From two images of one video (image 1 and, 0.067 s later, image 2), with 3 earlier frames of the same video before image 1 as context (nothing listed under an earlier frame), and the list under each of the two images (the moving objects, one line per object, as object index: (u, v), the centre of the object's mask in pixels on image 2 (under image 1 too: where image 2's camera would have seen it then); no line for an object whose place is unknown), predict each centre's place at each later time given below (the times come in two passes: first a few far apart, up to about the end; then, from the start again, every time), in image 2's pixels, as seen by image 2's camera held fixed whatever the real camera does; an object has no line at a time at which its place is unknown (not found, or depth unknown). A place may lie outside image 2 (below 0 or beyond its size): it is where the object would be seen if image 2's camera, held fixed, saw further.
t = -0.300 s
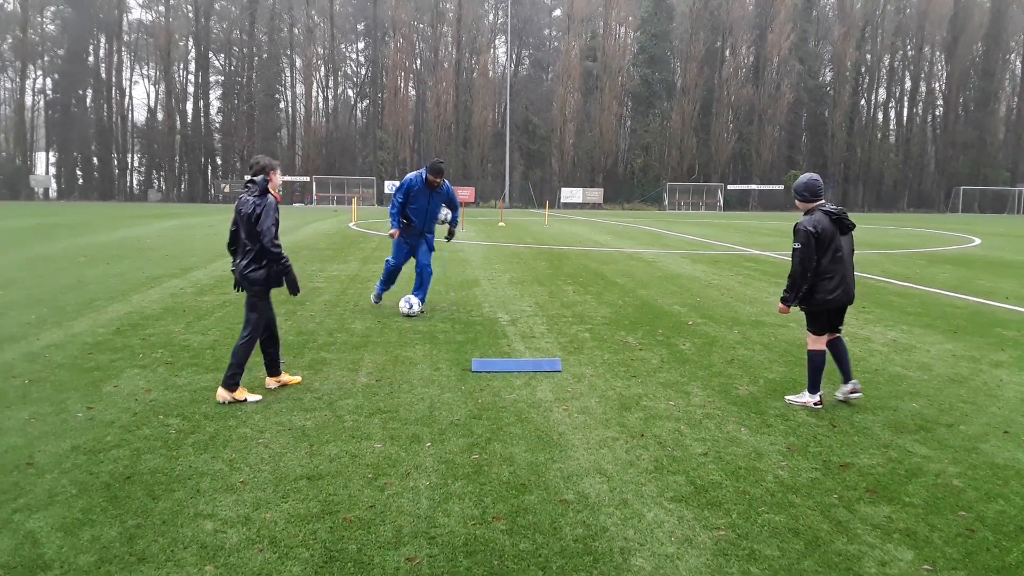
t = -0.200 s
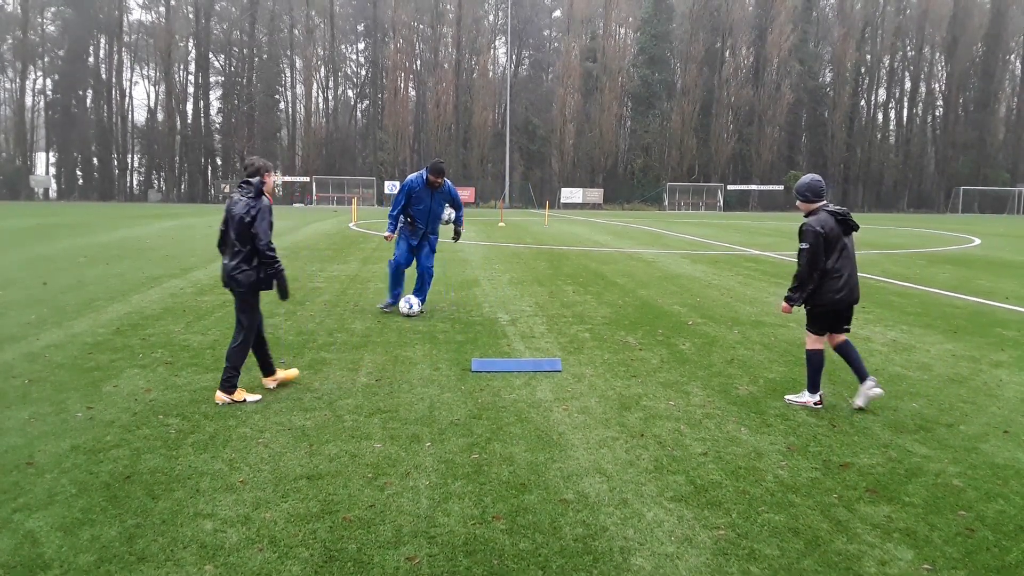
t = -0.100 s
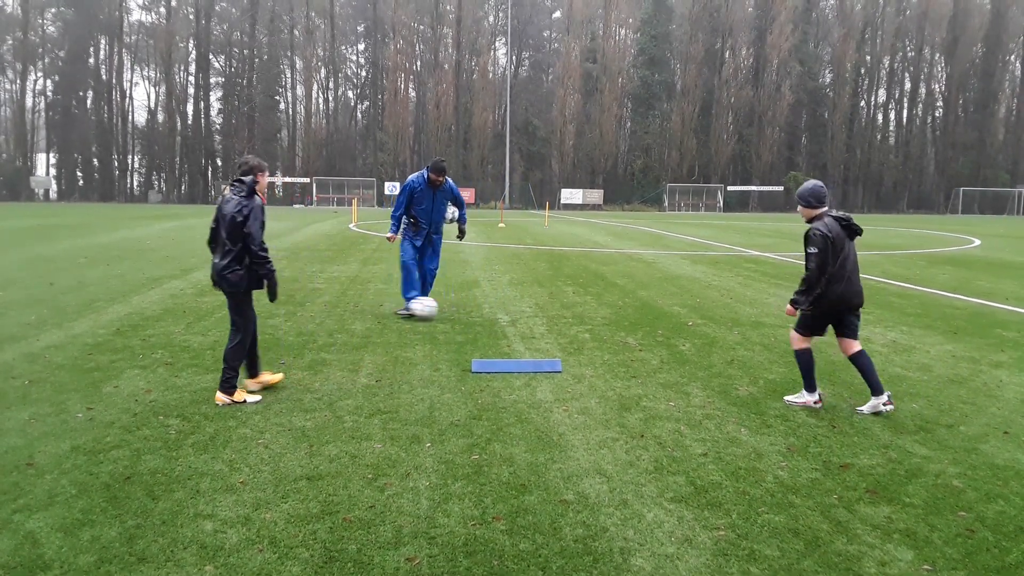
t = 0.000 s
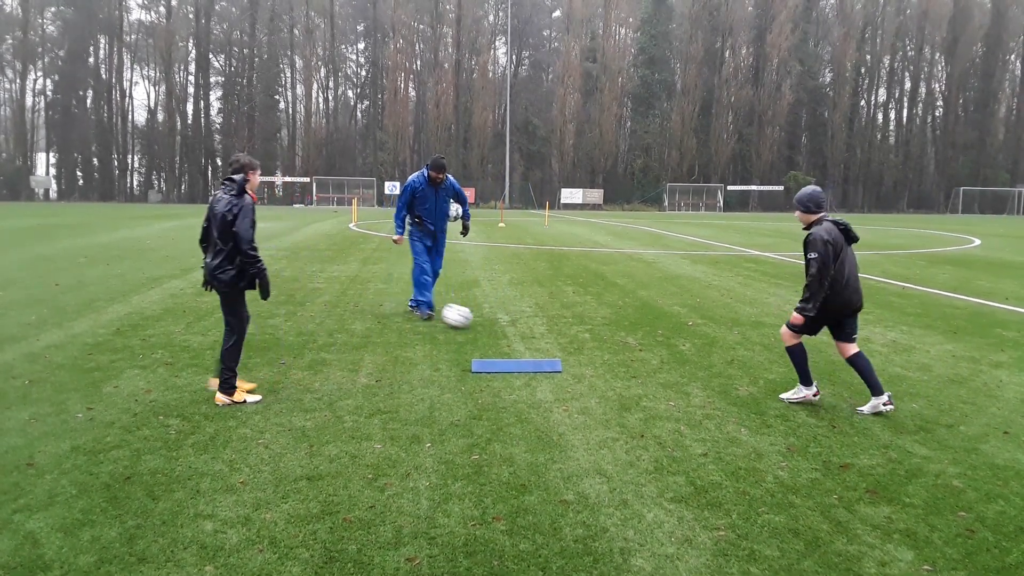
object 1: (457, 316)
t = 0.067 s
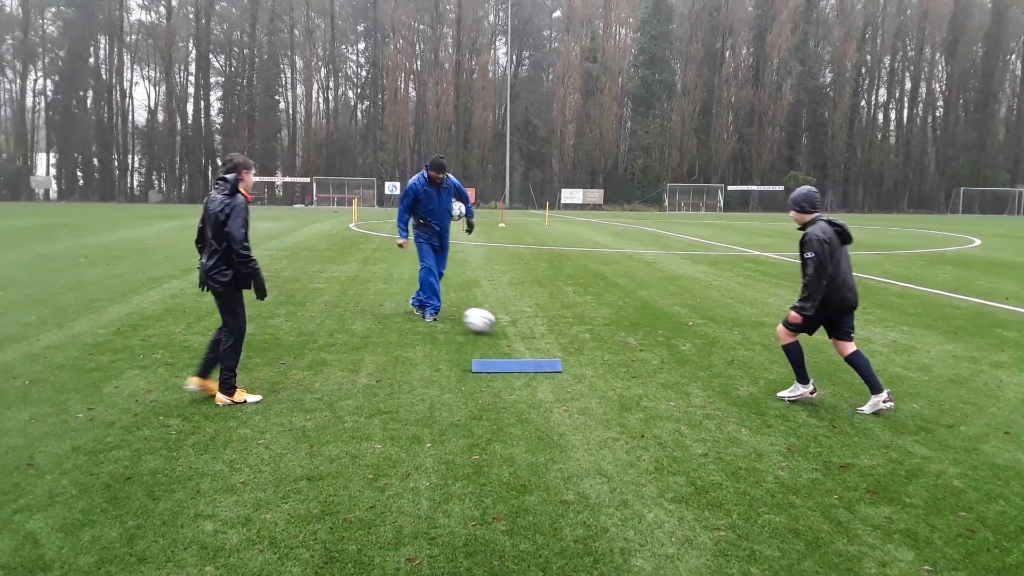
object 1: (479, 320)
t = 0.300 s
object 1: (557, 339)
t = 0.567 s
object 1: (645, 358)
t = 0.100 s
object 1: (490, 323)
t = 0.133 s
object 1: (501, 327)
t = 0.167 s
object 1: (513, 328)
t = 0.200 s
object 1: (523, 330)
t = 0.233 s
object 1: (535, 333)
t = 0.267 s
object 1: (546, 337)
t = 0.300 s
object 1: (557, 339)
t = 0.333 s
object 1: (568, 340)
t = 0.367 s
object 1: (580, 343)
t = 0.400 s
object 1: (592, 346)
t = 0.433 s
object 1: (602, 348)
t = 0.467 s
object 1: (613, 351)
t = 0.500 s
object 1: (624, 355)
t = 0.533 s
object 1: (635, 356)
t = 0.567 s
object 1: (645, 358)
